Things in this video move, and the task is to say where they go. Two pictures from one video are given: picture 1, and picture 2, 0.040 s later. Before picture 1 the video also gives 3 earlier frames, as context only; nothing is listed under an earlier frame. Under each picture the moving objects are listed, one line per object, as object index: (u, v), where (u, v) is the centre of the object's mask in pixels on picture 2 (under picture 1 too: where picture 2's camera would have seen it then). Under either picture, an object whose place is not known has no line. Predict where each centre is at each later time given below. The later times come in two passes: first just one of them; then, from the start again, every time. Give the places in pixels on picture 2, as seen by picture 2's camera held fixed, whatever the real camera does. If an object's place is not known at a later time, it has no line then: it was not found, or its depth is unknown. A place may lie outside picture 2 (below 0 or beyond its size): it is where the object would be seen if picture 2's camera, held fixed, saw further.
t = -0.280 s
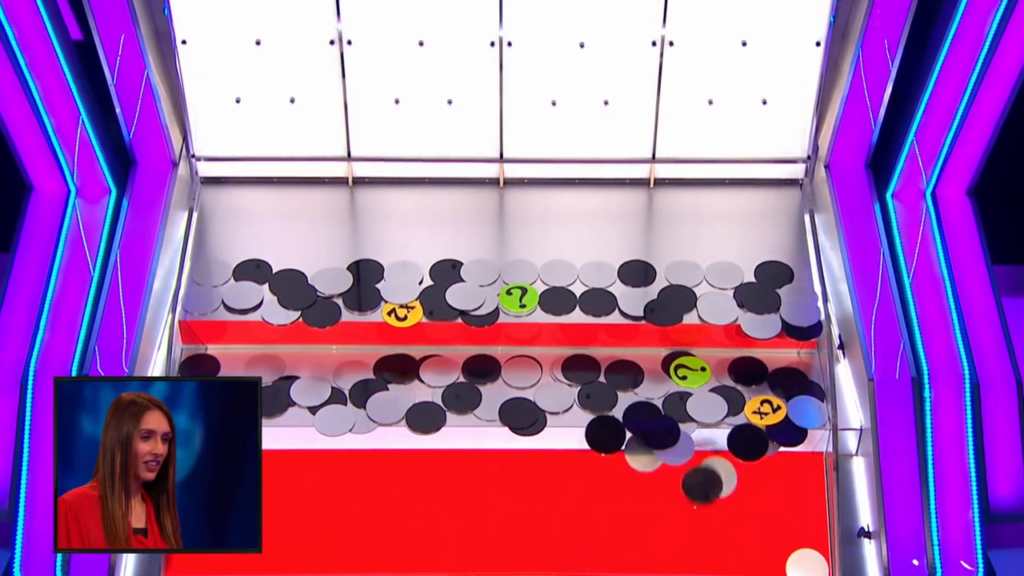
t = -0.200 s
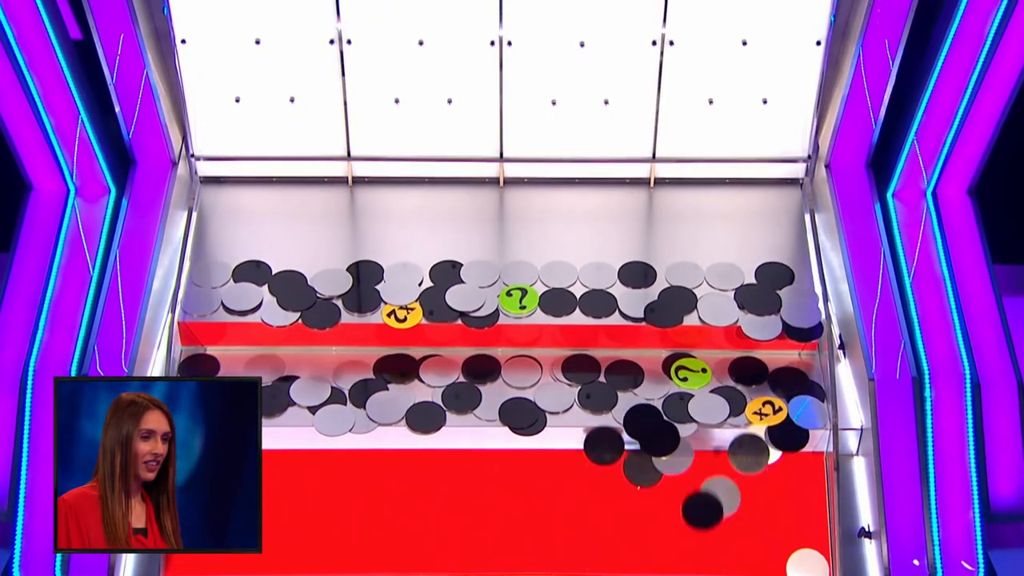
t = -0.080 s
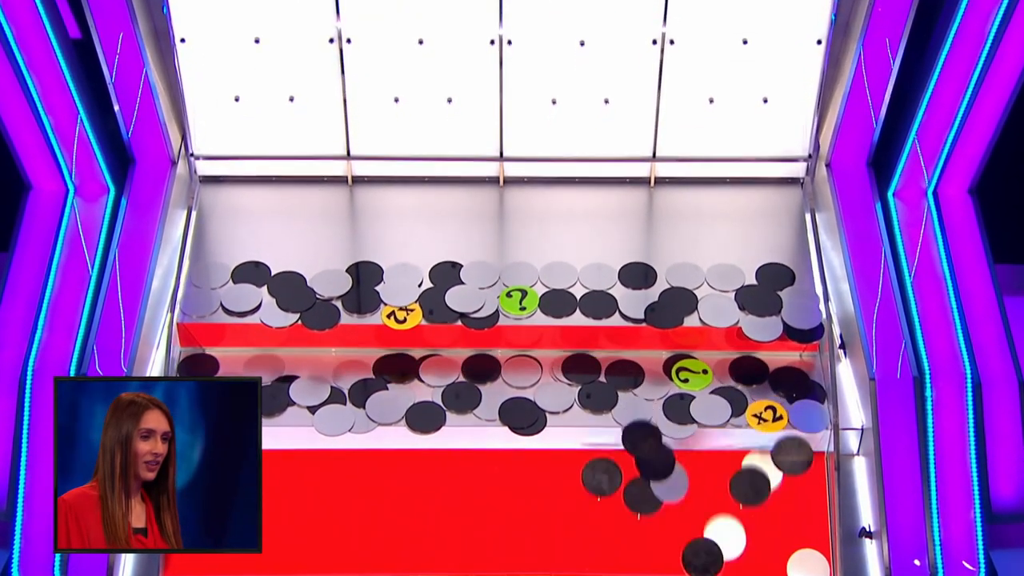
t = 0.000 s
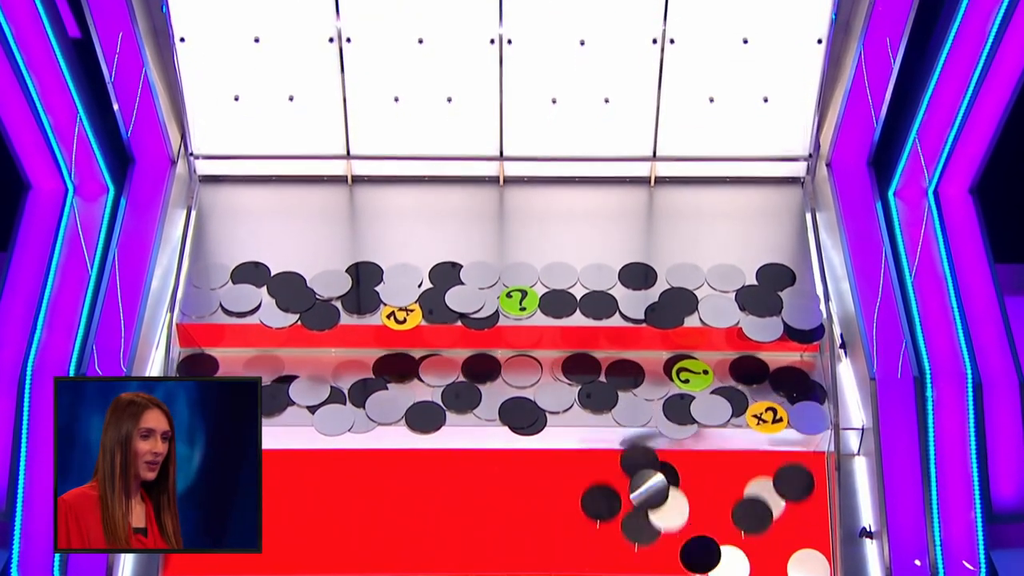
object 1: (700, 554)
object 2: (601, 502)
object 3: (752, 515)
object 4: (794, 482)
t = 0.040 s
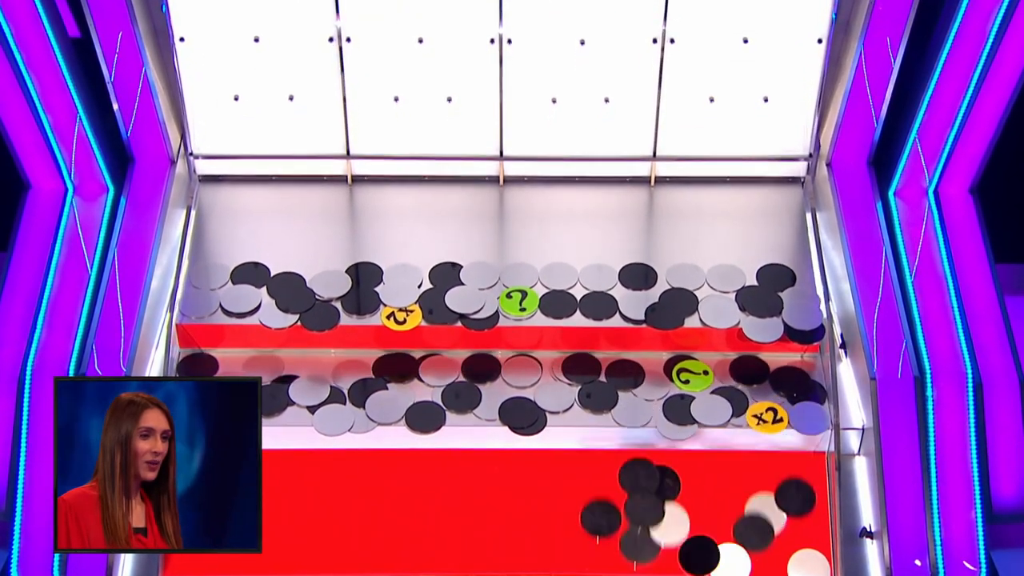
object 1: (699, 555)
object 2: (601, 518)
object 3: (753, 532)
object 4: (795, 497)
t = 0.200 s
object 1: (707, 558)
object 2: (573, 559)
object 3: (764, 561)
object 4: (803, 561)
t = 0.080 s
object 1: (701, 559)
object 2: (600, 535)
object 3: (759, 549)
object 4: (797, 512)
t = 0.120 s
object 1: (704, 559)
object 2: (594, 551)
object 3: (763, 562)
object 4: (800, 529)
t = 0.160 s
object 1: (706, 558)
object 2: (583, 561)
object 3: (764, 561)
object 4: (802, 548)
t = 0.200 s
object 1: (707, 558)
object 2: (573, 559)
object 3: (764, 561)
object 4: (803, 561)
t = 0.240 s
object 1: (708, 559)
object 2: (564, 555)
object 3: (764, 561)
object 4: (805, 560)
